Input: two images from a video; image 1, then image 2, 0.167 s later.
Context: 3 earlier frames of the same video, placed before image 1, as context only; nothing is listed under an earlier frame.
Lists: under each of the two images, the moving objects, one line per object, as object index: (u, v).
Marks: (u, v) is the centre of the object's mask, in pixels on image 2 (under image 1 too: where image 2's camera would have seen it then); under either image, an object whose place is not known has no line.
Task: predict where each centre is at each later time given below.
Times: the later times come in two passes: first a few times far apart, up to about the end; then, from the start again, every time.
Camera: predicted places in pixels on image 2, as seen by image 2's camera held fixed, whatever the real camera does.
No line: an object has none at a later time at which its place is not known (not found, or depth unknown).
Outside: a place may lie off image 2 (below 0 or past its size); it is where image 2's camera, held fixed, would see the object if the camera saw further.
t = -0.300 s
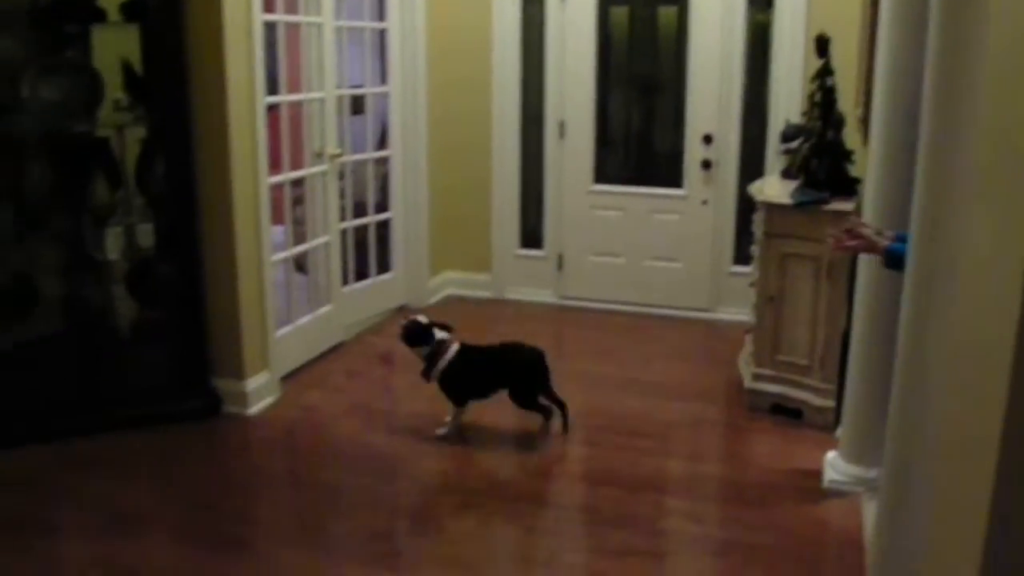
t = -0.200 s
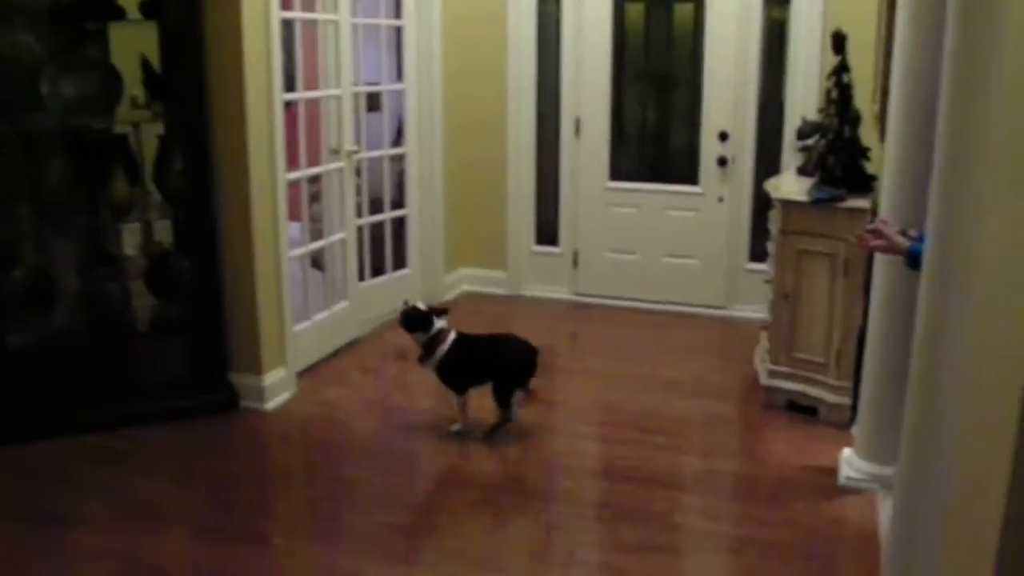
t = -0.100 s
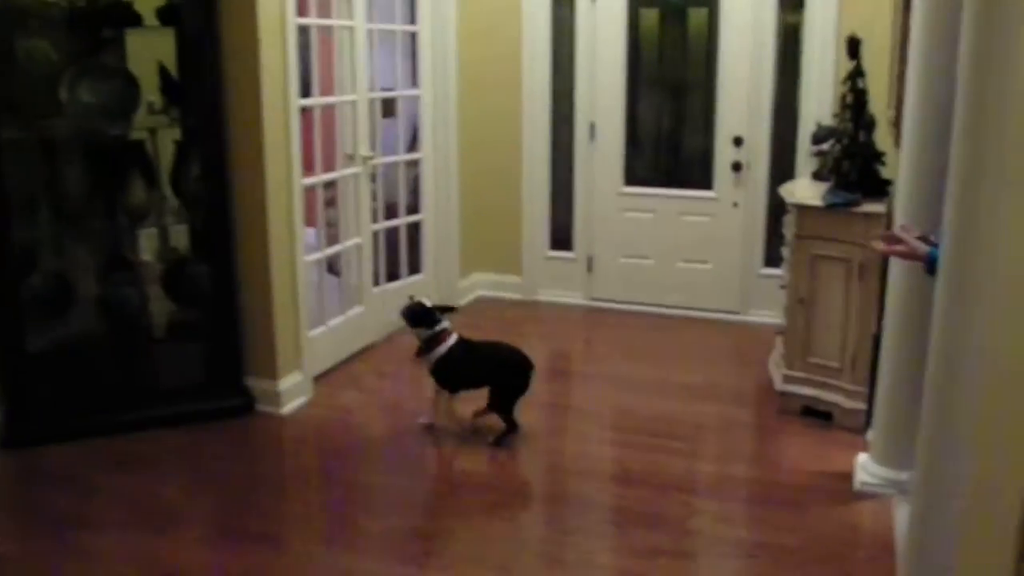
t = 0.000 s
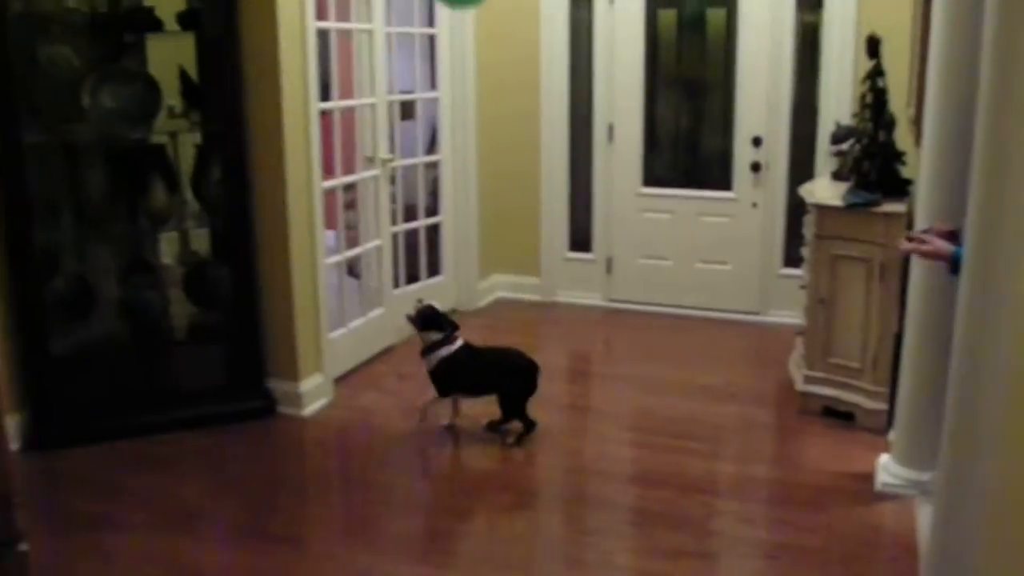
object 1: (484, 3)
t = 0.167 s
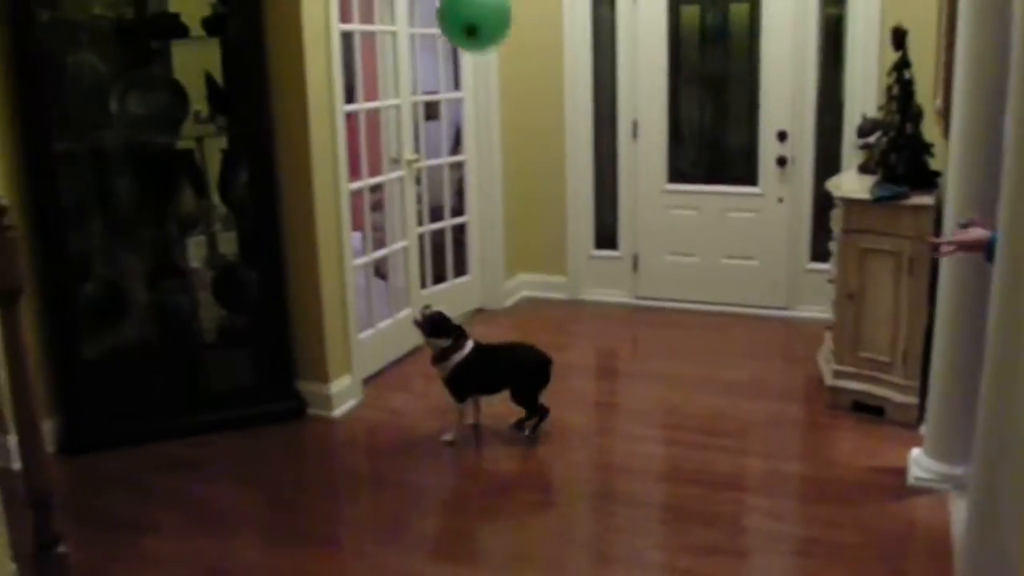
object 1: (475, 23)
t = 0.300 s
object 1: (471, 51)
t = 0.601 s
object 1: (467, 148)
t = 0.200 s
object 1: (473, 27)
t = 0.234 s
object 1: (473, 33)
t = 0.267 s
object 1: (472, 41)
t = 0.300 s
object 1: (471, 51)
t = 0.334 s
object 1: (470, 61)
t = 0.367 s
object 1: (469, 71)
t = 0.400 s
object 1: (469, 81)
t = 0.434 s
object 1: (468, 93)
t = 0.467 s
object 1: (467, 102)
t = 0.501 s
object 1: (467, 113)
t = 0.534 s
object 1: (467, 124)
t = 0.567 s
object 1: (467, 137)
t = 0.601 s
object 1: (467, 148)
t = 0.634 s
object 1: (467, 160)
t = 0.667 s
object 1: (467, 172)
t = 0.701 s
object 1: (467, 183)
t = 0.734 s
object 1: (467, 195)
